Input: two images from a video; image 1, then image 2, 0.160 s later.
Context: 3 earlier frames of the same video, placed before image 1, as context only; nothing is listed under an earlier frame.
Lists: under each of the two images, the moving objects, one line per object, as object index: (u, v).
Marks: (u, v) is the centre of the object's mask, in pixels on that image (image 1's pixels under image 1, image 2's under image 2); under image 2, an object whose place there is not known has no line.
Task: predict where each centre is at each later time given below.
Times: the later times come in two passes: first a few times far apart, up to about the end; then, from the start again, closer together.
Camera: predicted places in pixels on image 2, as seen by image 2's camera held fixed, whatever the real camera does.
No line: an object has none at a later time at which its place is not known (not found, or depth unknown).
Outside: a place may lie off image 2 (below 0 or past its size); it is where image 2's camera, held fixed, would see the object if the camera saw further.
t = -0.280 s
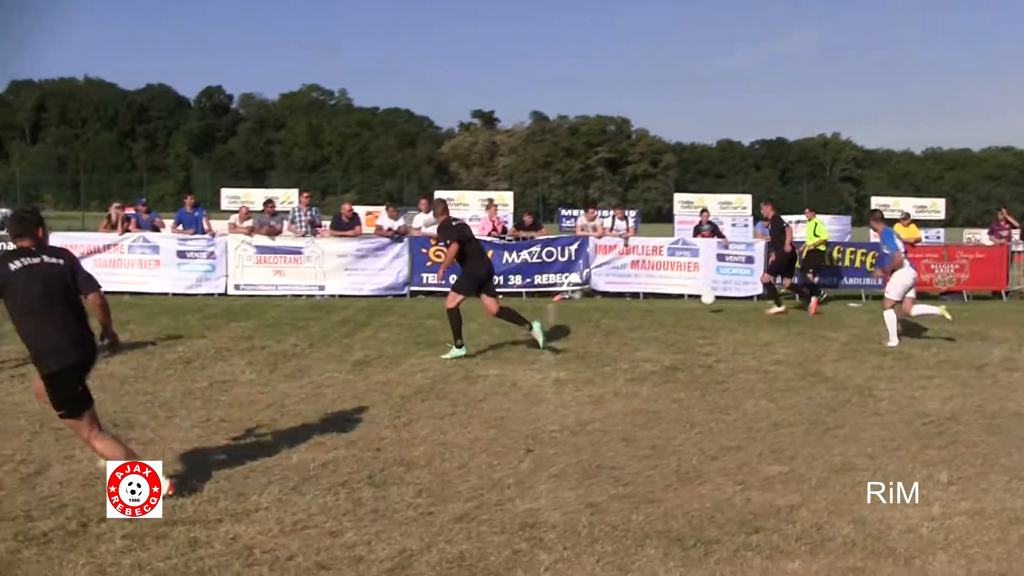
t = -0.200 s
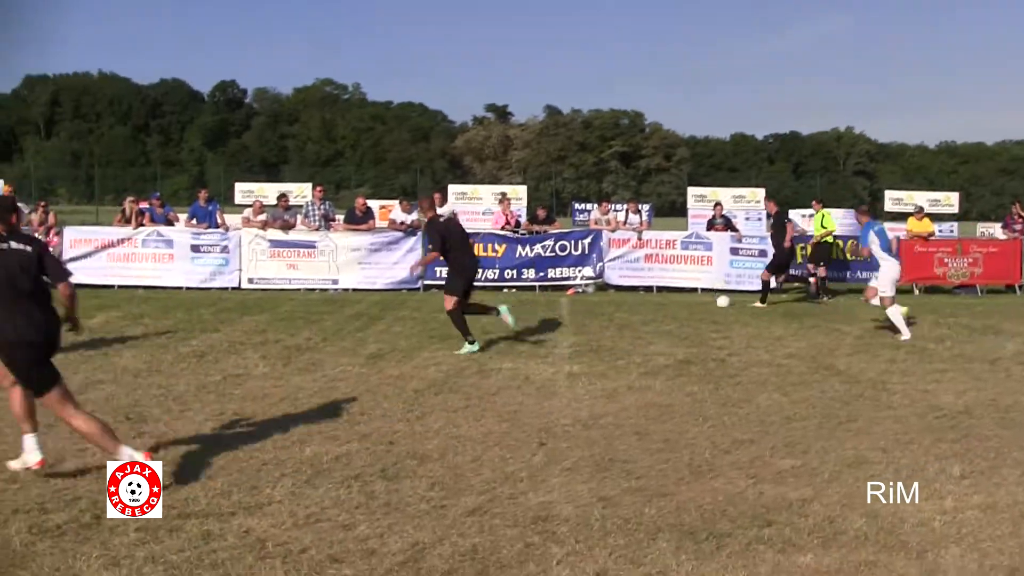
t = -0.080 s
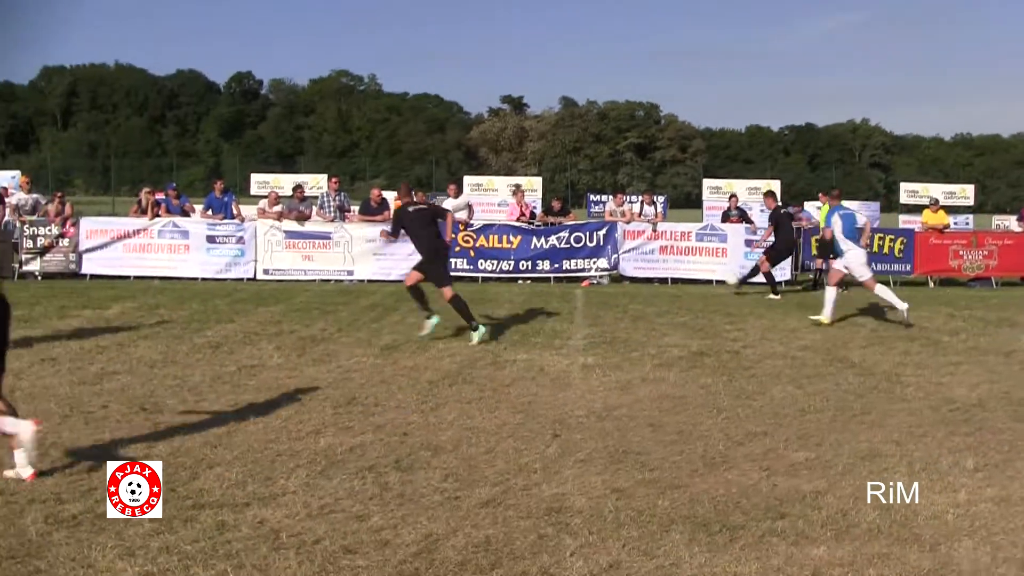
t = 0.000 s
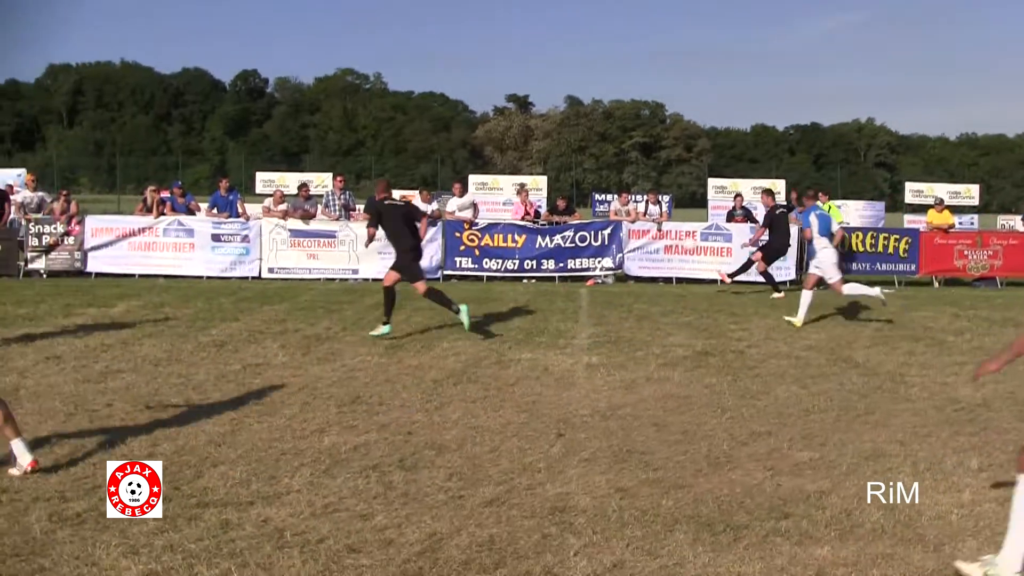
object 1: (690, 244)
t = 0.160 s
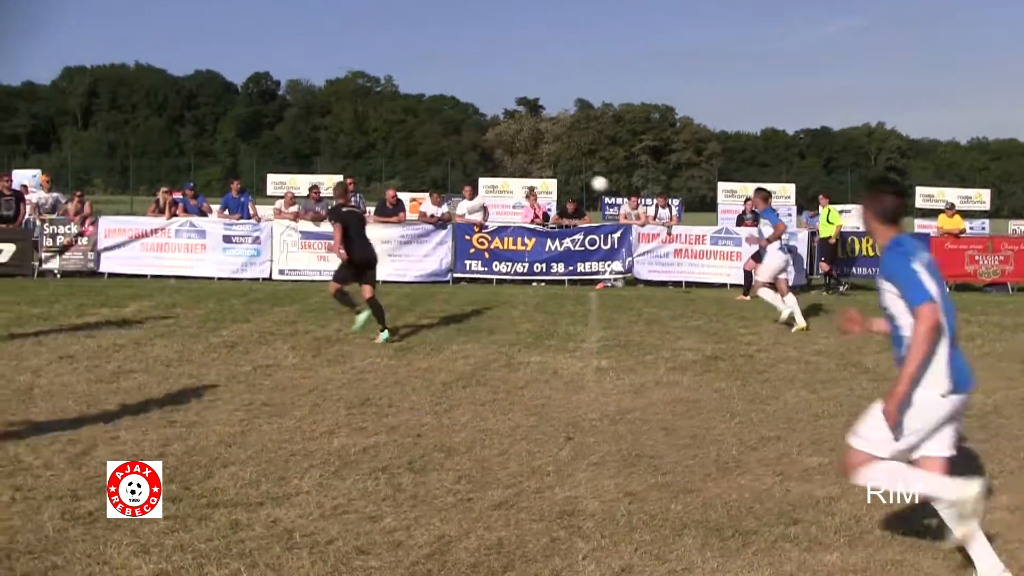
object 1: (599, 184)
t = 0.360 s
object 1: (460, 117)
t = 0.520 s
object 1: (331, 74)
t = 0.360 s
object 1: (460, 117)
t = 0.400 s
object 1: (430, 105)
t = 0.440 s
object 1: (397, 96)
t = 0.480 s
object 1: (365, 85)
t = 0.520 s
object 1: (331, 74)
